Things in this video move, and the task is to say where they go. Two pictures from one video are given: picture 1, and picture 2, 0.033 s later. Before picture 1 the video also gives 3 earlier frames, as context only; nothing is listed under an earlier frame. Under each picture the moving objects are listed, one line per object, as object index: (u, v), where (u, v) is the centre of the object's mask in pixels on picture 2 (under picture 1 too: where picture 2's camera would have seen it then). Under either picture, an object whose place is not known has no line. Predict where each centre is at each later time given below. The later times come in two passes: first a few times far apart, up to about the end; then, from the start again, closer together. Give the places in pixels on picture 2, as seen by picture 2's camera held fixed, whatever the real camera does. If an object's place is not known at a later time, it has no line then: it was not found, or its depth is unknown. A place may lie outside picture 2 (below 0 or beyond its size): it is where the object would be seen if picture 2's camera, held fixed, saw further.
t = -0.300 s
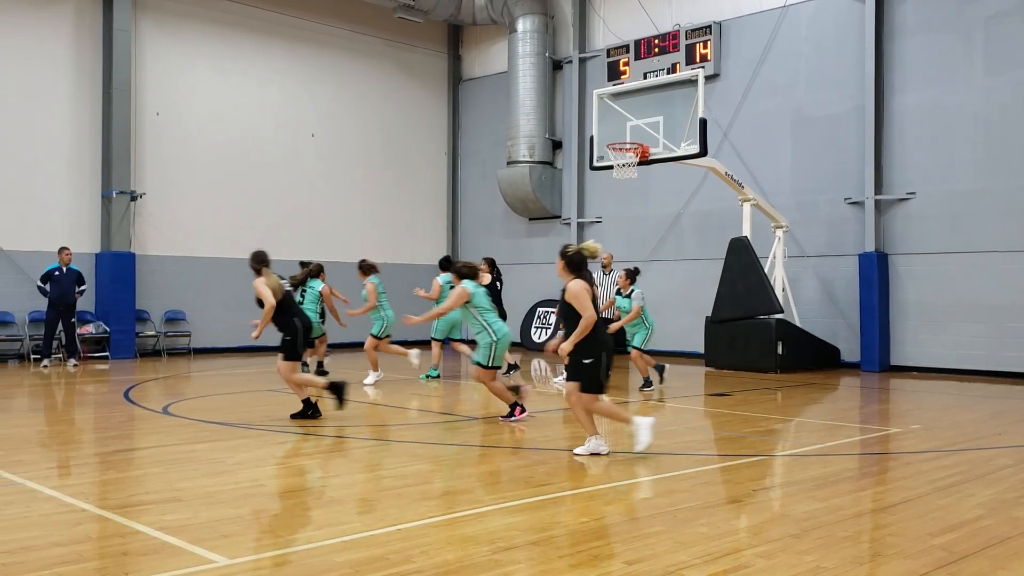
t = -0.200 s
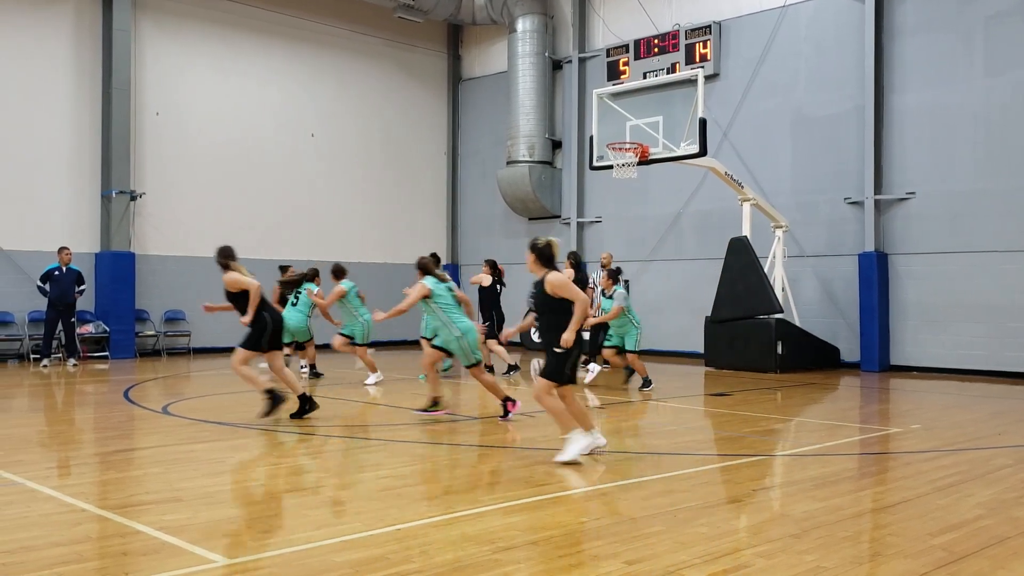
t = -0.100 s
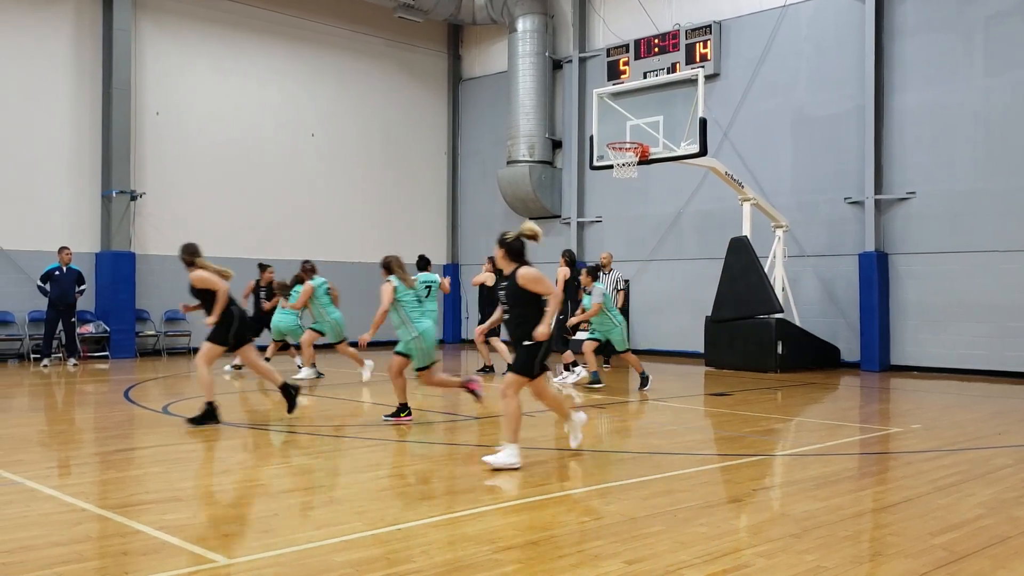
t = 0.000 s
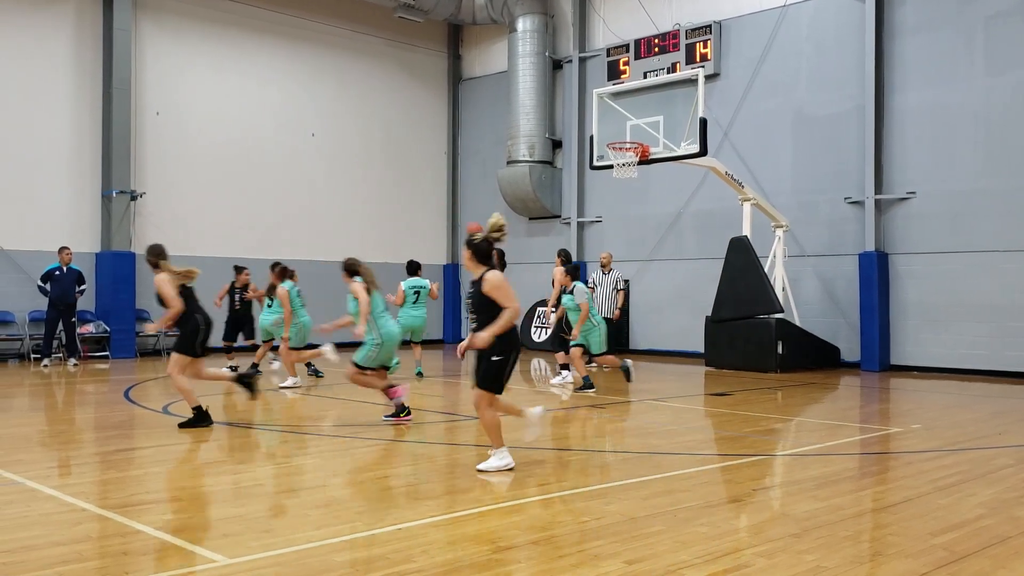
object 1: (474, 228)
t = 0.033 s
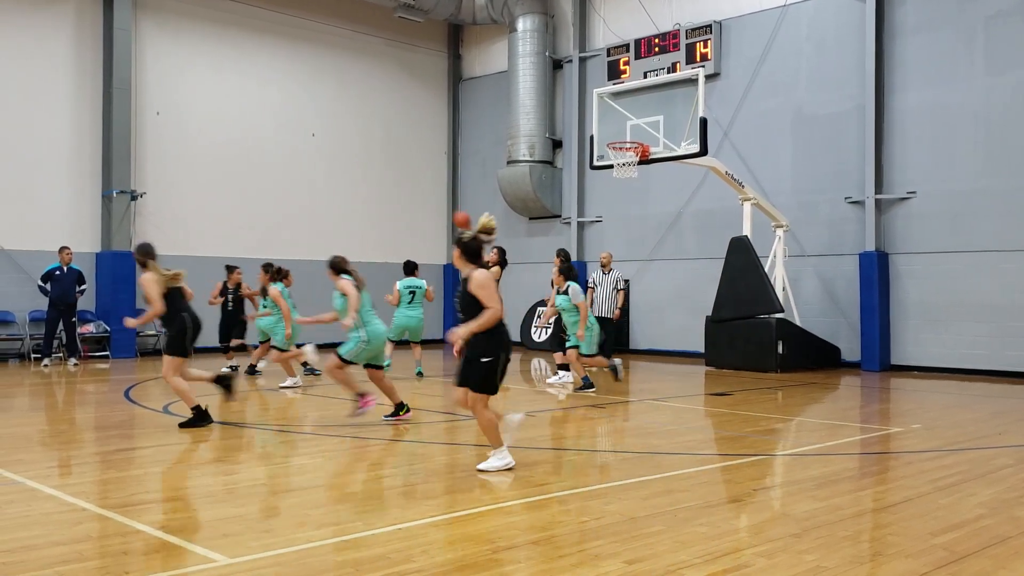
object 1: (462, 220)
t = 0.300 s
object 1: (335, 165)
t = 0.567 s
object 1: (165, 159)
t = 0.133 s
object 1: (418, 195)
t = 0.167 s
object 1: (403, 188)
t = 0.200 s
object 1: (387, 182)
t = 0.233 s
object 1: (370, 176)
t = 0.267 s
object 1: (353, 171)
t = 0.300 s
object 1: (335, 165)
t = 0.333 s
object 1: (316, 162)
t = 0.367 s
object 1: (297, 159)
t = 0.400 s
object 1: (277, 157)
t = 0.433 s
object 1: (257, 156)
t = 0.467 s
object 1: (236, 155)
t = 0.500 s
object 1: (213, 156)
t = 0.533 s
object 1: (189, 157)
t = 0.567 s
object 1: (165, 159)
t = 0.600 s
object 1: (139, 163)
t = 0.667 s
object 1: (85, 174)
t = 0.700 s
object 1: (55, 181)
